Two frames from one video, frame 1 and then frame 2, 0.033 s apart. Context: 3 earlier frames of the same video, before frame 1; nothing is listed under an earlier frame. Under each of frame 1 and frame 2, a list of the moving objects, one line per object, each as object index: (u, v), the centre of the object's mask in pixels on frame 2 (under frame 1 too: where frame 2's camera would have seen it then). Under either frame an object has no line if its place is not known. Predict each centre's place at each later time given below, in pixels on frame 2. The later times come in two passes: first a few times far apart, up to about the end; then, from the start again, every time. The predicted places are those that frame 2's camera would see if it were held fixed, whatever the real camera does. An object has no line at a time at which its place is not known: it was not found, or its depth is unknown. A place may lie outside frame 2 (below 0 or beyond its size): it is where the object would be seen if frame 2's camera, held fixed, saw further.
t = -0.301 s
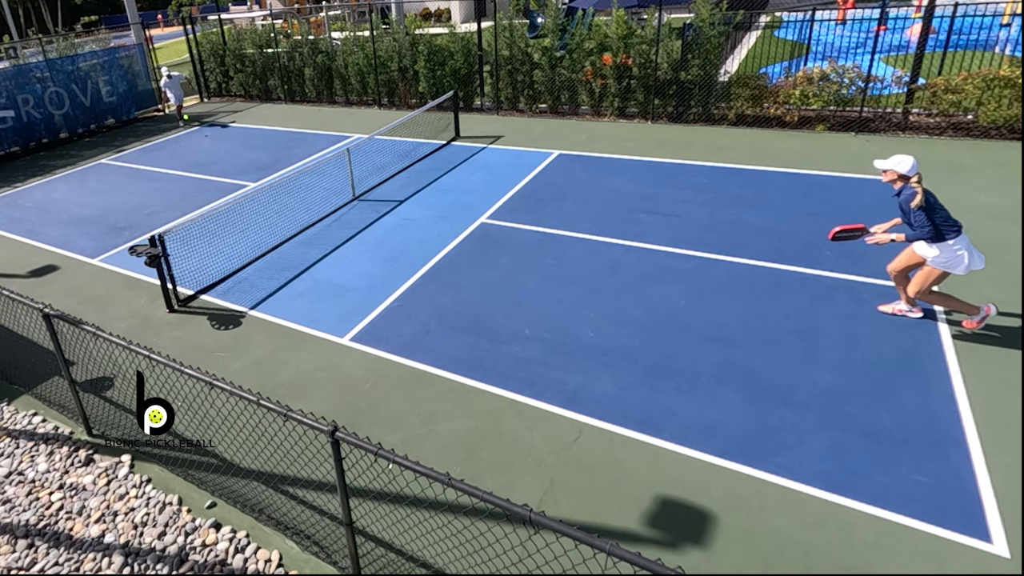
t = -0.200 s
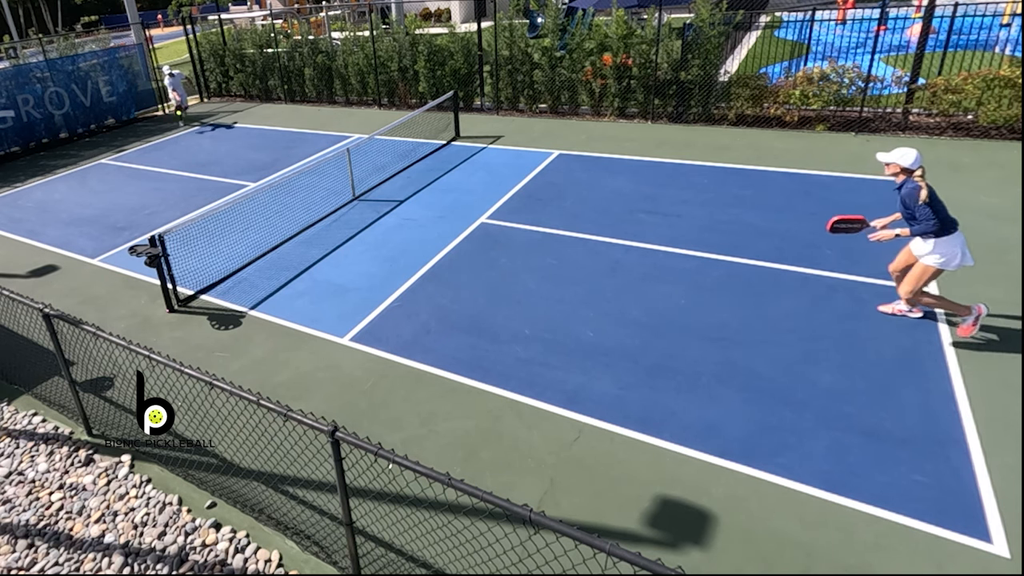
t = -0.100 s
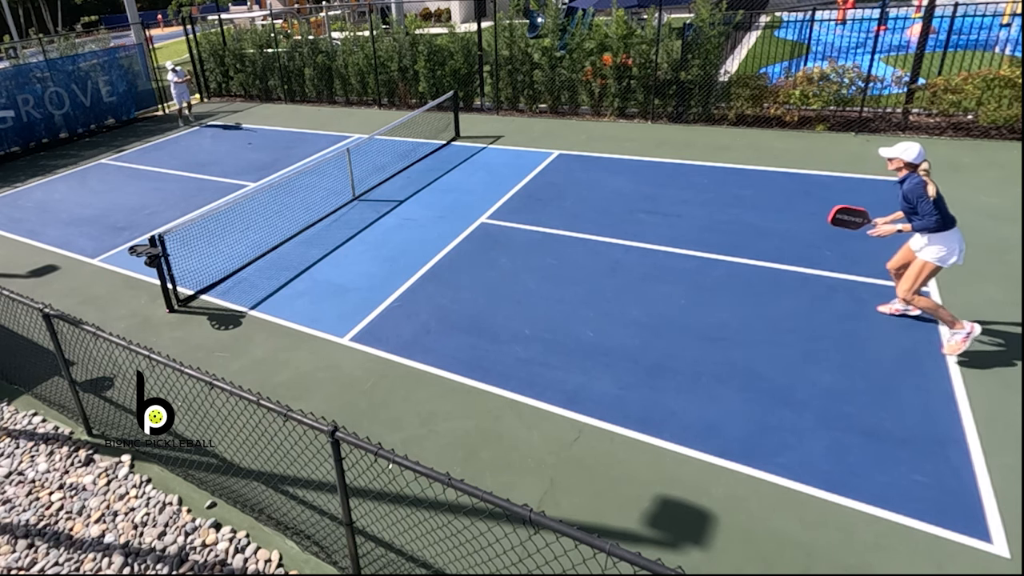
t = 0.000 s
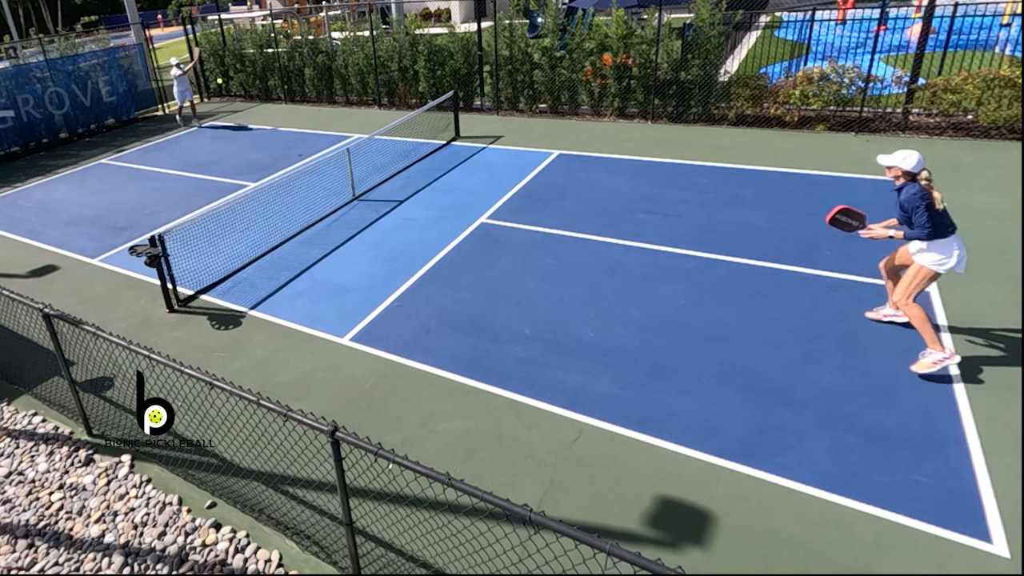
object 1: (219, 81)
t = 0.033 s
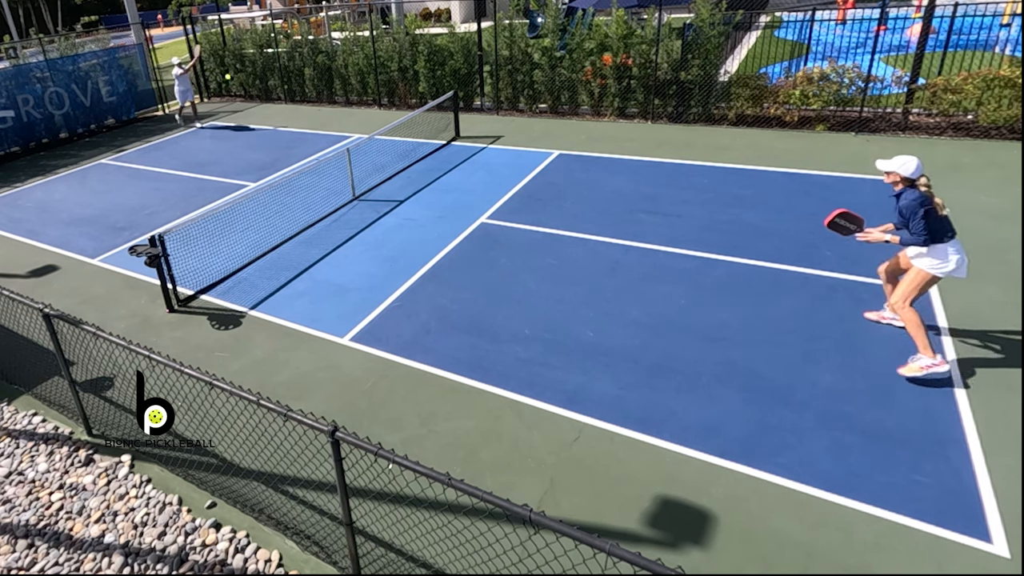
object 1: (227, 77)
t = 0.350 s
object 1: (333, 61)
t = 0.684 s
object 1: (528, 133)
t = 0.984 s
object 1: (813, 357)
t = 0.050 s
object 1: (231, 74)
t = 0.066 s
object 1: (236, 73)
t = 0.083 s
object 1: (240, 71)
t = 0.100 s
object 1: (245, 69)
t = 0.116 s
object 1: (250, 68)
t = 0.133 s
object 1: (255, 66)
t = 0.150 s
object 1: (259, 65)
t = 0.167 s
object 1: (265, 64)
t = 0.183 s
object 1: (270, 63)
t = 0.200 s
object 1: (276, 62)
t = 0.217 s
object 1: (281, 61)
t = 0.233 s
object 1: (287, 60)
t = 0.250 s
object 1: (293, 60)
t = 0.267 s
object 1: (299, 60)
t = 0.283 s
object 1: (305, 60)
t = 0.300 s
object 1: (312, 60)
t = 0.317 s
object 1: (319, 60)
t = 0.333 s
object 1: (325, 60)
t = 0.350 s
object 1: (333, 61)
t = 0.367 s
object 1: (340, 62)
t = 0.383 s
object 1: (348, 63)
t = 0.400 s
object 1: (355, 64)
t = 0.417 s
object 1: (364, 66)
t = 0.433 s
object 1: (372, 68)
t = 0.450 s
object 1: (380, 70)
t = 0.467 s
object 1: (389, 72)
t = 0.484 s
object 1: (398, 75)
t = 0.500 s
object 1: (408, 77)
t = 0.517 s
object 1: (417, 81)
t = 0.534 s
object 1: (427, 84)
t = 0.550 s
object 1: (437, 88)
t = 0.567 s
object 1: (448, 93)
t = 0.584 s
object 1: (458, 97)
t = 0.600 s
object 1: (469, 102)
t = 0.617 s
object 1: (480, 107)
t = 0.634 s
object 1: (492, 113)
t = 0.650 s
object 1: (504, 119)
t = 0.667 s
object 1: (516, 125)
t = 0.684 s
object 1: (528, 133)
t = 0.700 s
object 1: (541, 140)
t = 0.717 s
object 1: (554, 148)
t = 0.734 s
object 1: (567, 157)
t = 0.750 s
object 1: (582, 165)
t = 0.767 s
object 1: (596, 175)
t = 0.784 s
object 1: (611, 185)
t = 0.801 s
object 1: (625, 195)
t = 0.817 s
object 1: (640, 207)
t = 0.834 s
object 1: (656, 219)
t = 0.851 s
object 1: (672, 231)
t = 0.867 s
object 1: (688, 245)
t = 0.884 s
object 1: (705, 260)
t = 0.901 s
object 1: (722, 273)
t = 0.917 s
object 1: (739, 288)
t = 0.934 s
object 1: (757, 305)
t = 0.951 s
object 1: (775, 321)
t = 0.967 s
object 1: (794, 339)
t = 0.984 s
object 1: (813, 357)
